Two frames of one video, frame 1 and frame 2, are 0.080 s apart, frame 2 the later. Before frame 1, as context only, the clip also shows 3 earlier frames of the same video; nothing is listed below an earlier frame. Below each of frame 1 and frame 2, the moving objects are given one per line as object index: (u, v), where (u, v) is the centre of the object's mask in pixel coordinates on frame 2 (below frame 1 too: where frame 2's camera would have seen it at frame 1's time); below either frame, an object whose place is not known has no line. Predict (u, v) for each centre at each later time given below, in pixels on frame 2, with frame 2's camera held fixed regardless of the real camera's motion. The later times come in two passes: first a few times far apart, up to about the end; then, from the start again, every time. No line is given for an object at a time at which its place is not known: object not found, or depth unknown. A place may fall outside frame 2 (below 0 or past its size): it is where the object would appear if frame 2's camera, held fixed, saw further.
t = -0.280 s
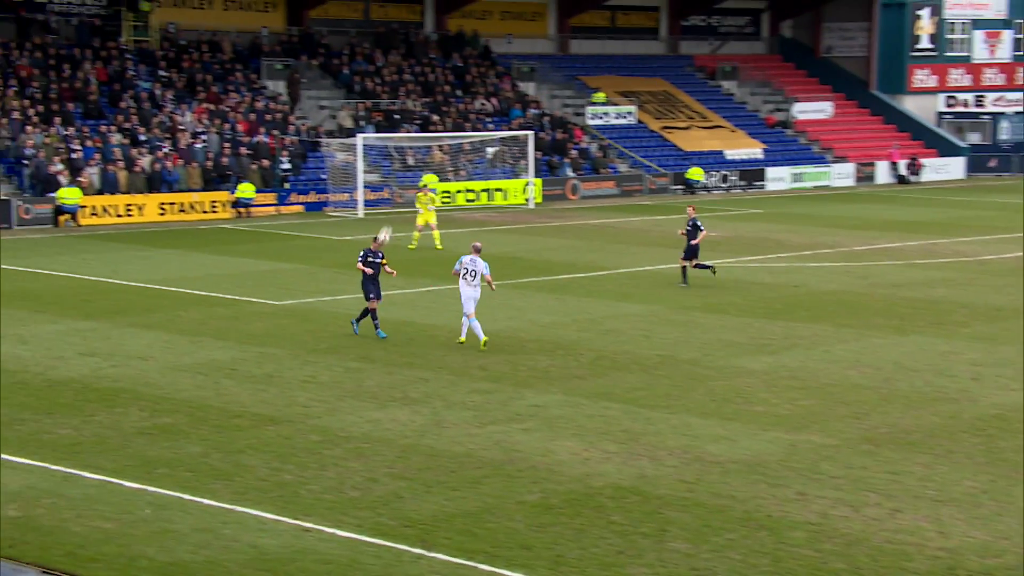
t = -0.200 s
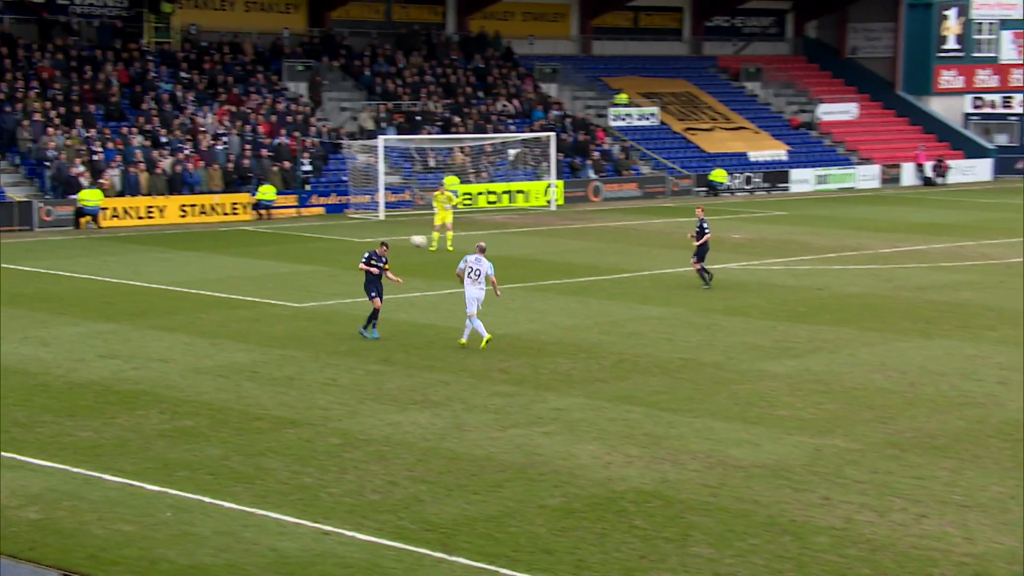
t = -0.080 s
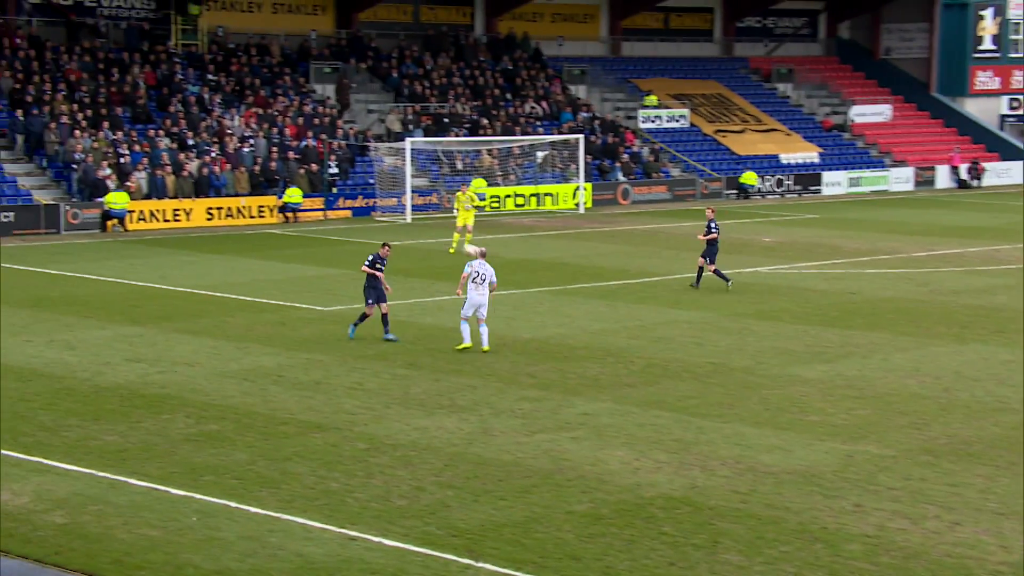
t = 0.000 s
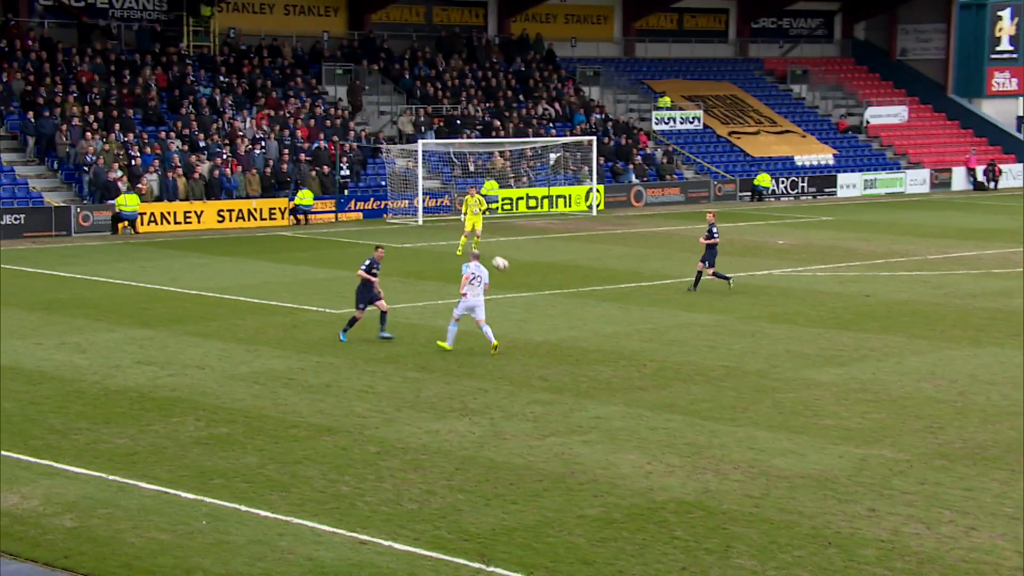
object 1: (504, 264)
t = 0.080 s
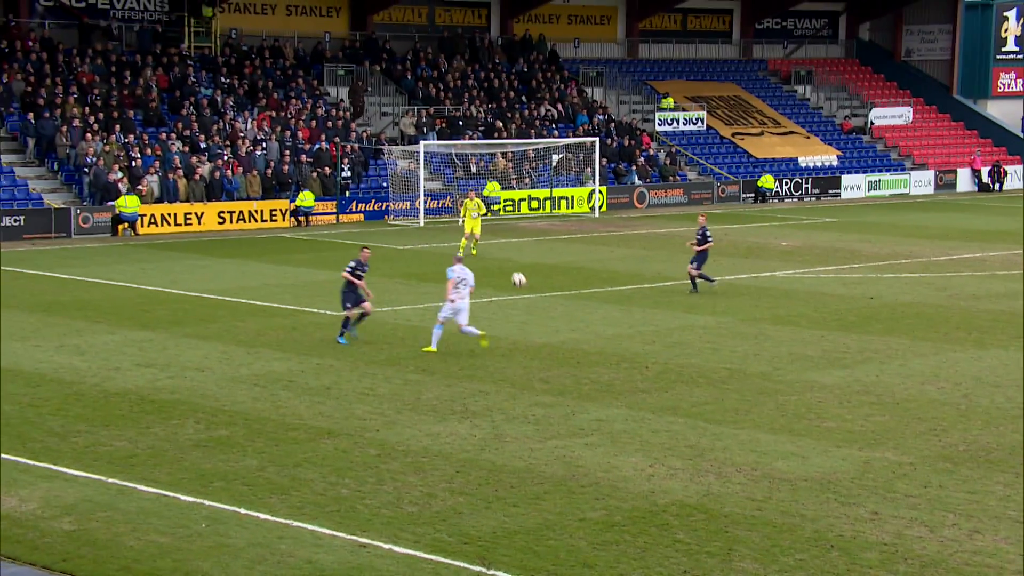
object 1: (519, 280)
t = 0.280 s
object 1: (557, 337)
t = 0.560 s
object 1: (606, 359)
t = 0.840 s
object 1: (652, 353)
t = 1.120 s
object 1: (700, 404)
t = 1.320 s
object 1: (735, 412)
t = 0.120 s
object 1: (526, 288)
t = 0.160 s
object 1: (534, 300)
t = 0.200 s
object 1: (541, 311)
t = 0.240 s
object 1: (549, 324)
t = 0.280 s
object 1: (557, 337)
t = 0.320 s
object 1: (565, 352)
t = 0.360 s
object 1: (573, 369)
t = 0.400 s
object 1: (580, 386)
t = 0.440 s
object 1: (587, 379)
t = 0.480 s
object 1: (594, 371)
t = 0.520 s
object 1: (600, 365)
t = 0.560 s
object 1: (606, 359)
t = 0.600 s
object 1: (612, 355)
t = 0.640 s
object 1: (619, 352)
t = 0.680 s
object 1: (626, 350)
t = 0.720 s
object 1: (632, 349)
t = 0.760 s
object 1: (639, 349)
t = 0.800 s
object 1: (645, 351)
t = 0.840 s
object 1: (652, 353)
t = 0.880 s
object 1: (659, 357)
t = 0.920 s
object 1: (666, 361)
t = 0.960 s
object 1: (673, 367)
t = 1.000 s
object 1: (679, 374)
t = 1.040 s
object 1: (686, 383)
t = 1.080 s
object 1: (693, 393)
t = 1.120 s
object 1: (700, 404)
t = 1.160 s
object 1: (707, 417)
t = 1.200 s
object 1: (714, 423)
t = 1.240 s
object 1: (721, 418)
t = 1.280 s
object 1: (728, 415)
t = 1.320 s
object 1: (735, 412)
